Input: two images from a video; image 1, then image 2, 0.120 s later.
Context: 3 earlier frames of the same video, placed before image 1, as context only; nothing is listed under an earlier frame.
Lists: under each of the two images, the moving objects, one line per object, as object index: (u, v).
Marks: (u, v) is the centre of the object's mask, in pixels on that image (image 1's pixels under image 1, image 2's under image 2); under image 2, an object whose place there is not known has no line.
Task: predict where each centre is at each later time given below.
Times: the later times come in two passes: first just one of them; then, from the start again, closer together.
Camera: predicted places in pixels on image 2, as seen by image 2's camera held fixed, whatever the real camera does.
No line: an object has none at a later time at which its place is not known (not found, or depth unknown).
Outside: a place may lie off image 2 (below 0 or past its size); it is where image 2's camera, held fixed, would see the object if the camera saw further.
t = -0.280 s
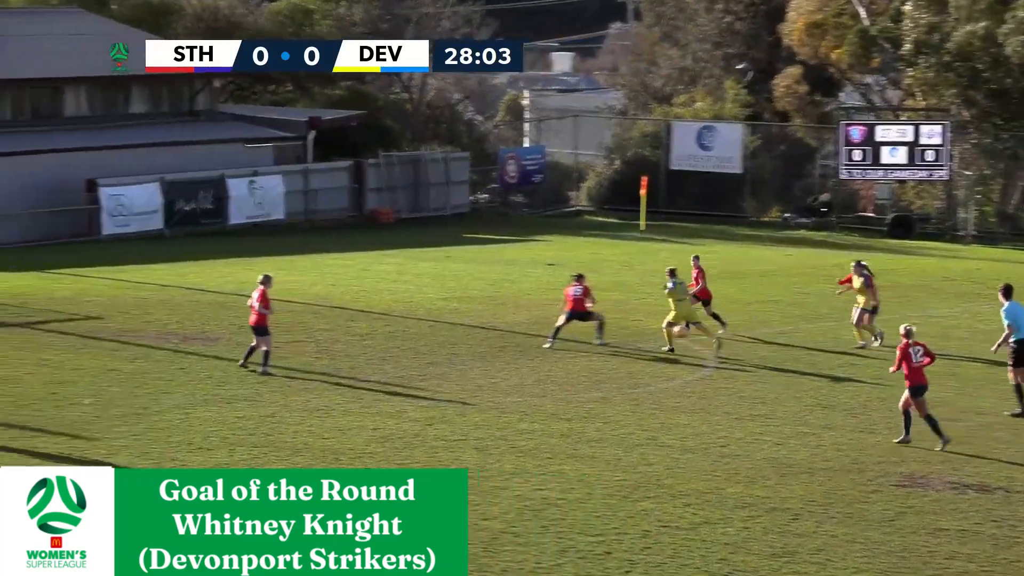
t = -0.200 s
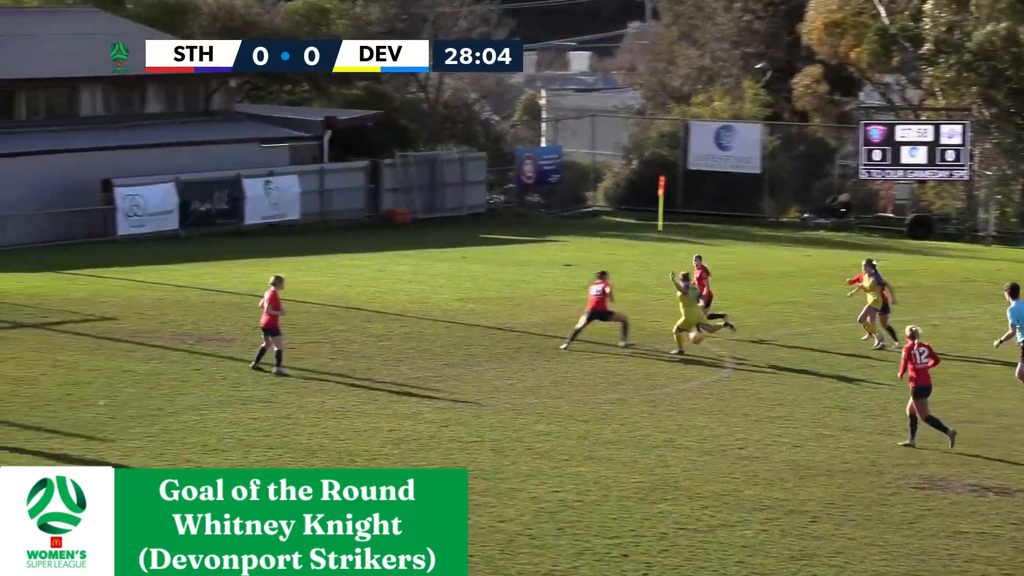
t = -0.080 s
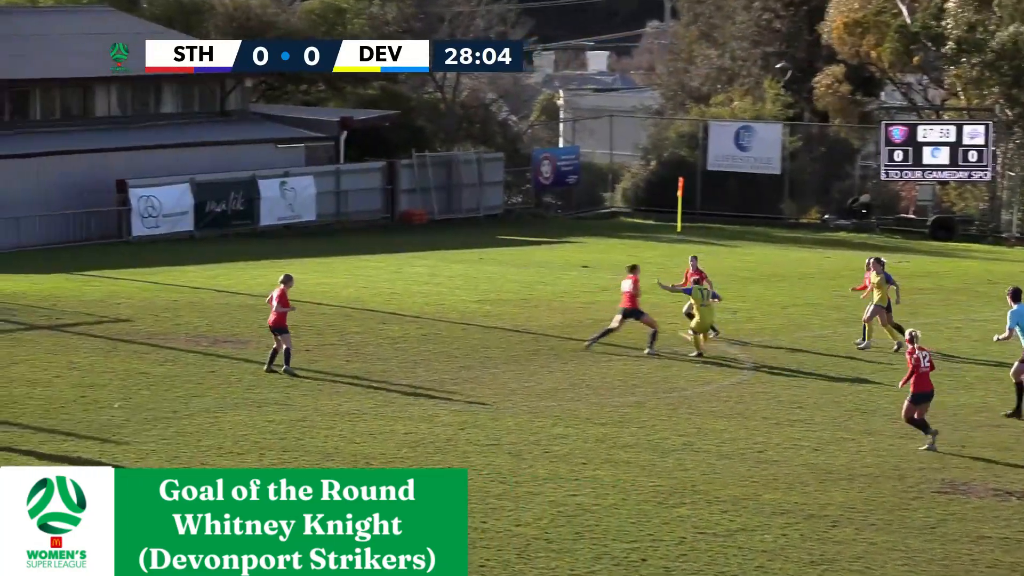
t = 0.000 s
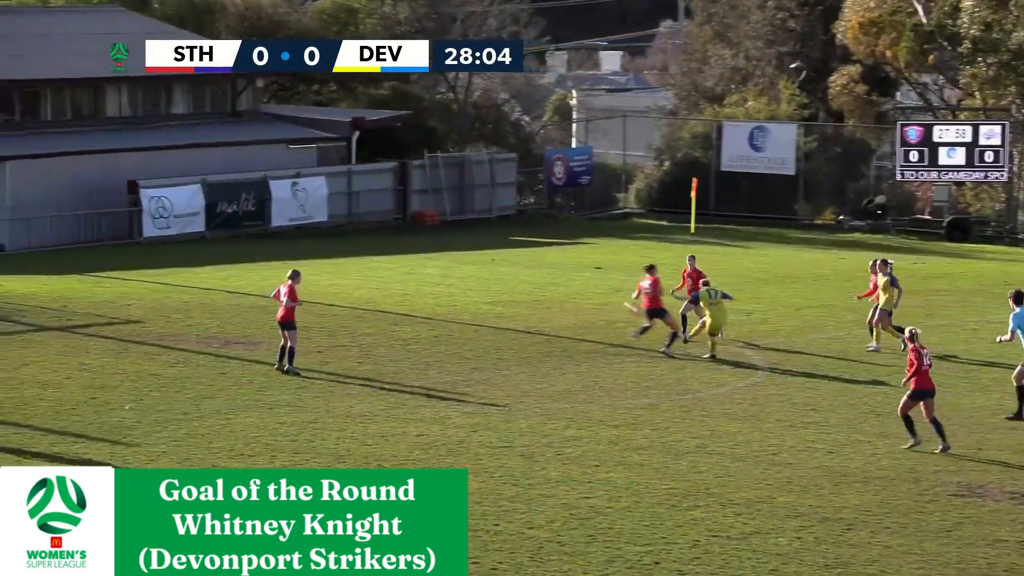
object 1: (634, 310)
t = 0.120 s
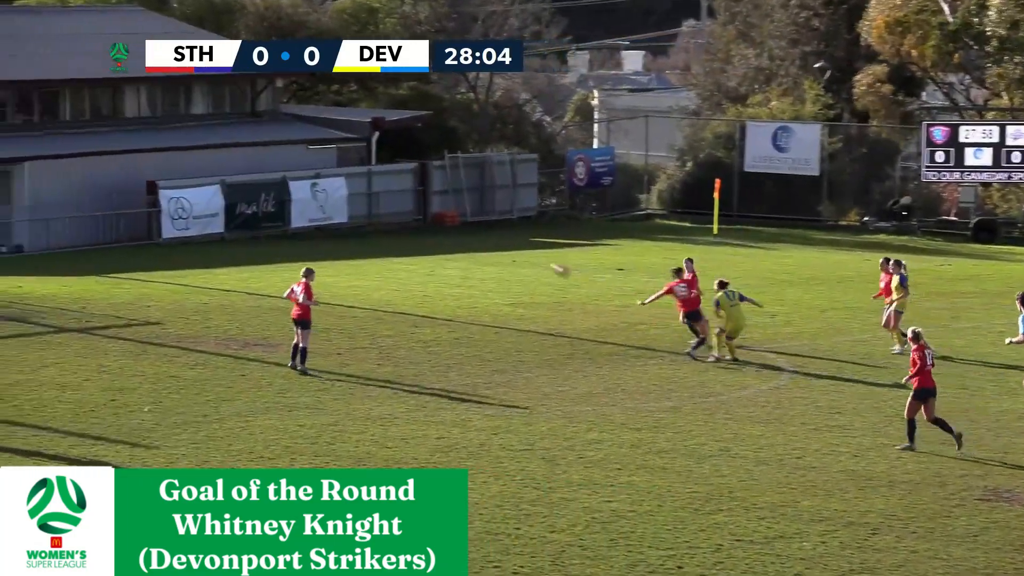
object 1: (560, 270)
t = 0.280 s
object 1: (444, 222)
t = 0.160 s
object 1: (529, 257)
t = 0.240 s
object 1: (471, 233)
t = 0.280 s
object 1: (444, 222)
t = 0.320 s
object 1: (416, 210)
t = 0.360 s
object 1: (390, 199)
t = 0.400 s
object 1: (365, 190)
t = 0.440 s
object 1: (340, 182)
